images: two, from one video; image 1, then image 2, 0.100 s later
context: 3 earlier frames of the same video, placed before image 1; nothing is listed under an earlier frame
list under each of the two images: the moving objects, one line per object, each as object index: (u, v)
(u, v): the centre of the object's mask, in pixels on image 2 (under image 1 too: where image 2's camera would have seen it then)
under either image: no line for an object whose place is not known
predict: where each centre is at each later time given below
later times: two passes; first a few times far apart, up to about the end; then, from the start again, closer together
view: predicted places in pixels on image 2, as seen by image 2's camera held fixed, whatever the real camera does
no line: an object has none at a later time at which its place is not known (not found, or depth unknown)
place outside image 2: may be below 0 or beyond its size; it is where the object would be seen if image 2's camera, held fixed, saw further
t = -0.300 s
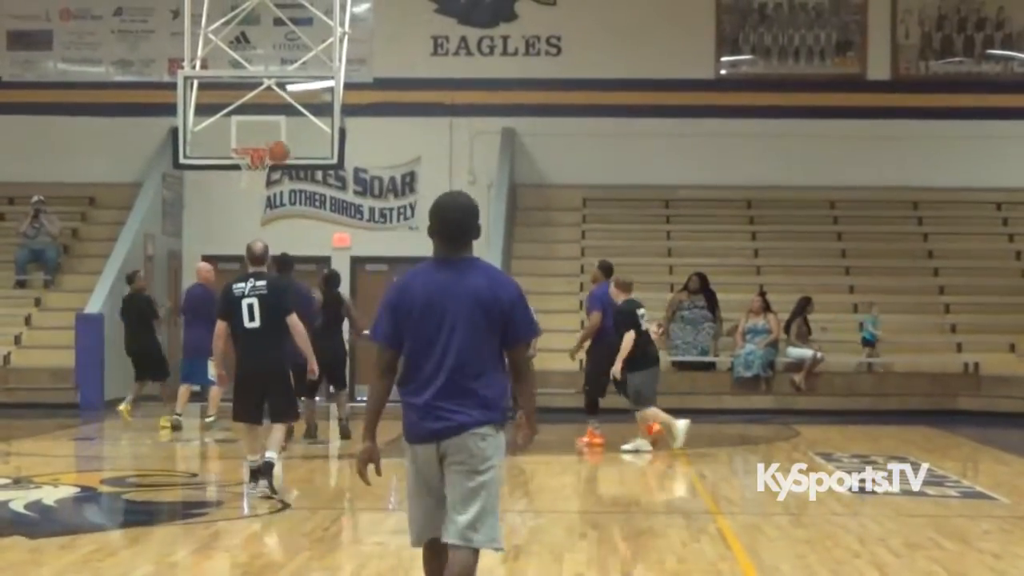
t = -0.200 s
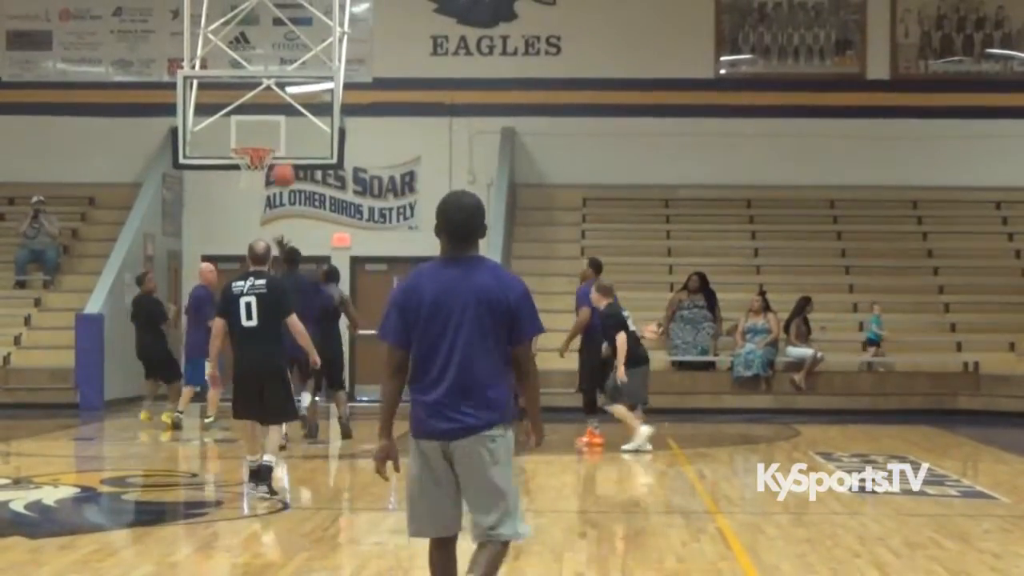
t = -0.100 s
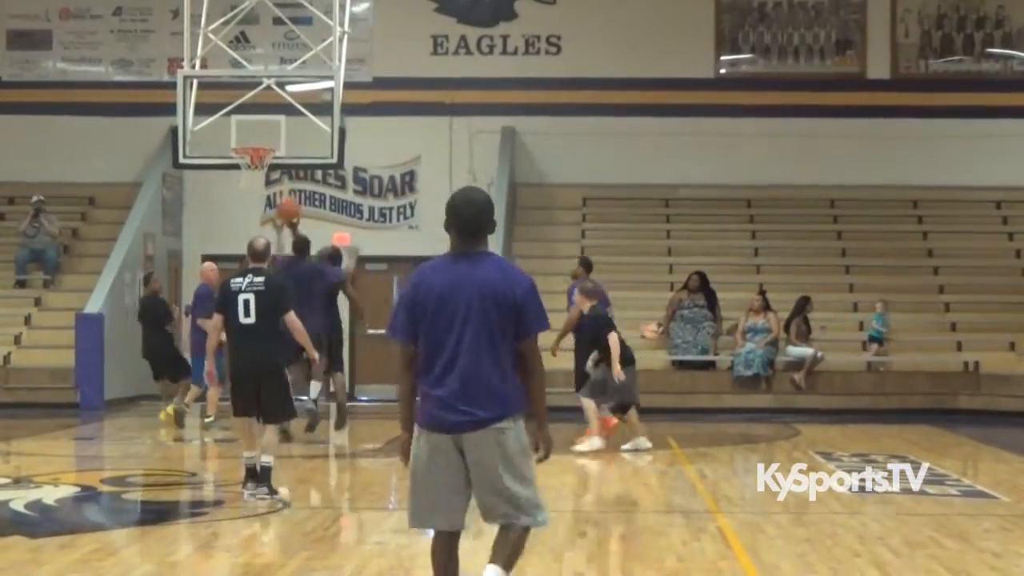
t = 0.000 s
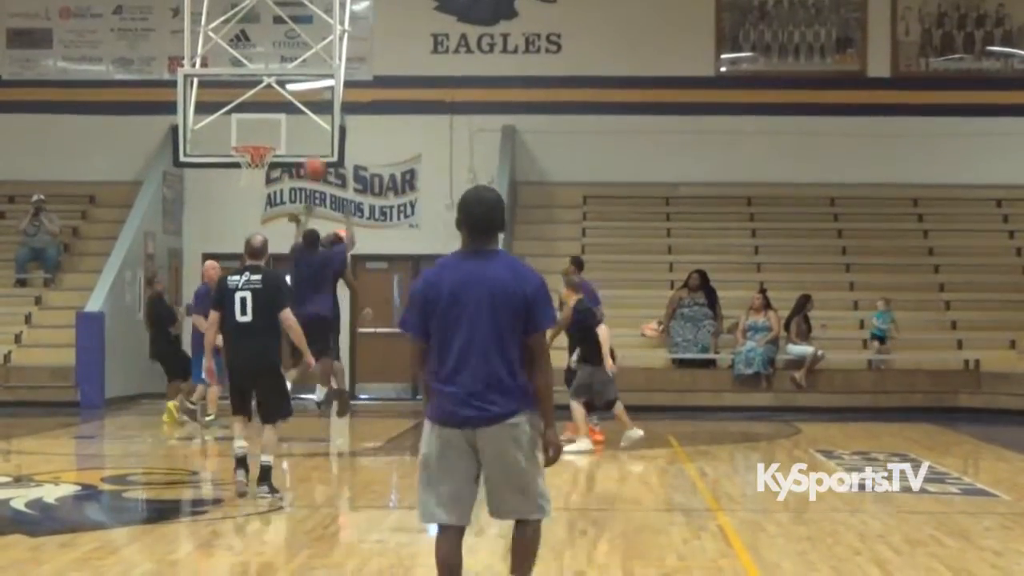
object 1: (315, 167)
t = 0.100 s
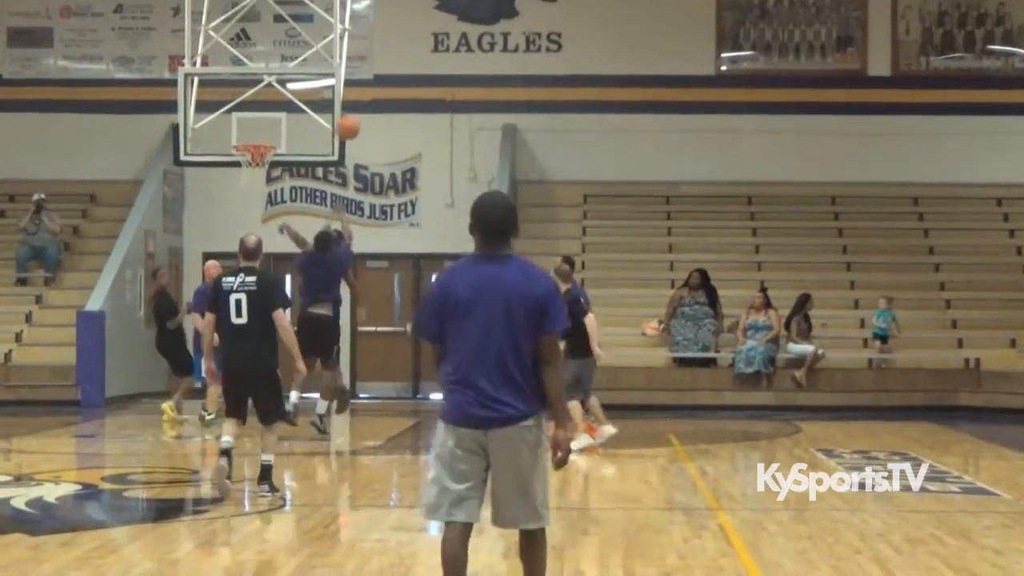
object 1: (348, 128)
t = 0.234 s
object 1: (390, 88)
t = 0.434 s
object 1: (451, 70)
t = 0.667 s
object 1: (521, 90)
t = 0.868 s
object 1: (578, 152)
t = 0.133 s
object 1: (359, 116)
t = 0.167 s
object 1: (370, 106)
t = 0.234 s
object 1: (390, 88)
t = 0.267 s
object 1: (401, 82)
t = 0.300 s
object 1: (411, 78)
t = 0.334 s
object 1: (422, 74)
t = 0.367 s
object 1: (432, 71)
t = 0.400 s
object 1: (441, 70)
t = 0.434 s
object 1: (451, 70)
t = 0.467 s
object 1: (461, 70)
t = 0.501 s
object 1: (471, 70)
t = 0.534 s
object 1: (480, 74)
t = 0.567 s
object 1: (490, 75)
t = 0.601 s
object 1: (501, 80)
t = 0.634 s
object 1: (511, 84)
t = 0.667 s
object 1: (521, 90)
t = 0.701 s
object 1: (531, 100)
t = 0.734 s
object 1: (539, 107)
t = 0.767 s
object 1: (549, 117)
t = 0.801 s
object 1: (559, 129)
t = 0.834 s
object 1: (568, 140)
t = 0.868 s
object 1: (578, 152)
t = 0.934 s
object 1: (596, 179)
